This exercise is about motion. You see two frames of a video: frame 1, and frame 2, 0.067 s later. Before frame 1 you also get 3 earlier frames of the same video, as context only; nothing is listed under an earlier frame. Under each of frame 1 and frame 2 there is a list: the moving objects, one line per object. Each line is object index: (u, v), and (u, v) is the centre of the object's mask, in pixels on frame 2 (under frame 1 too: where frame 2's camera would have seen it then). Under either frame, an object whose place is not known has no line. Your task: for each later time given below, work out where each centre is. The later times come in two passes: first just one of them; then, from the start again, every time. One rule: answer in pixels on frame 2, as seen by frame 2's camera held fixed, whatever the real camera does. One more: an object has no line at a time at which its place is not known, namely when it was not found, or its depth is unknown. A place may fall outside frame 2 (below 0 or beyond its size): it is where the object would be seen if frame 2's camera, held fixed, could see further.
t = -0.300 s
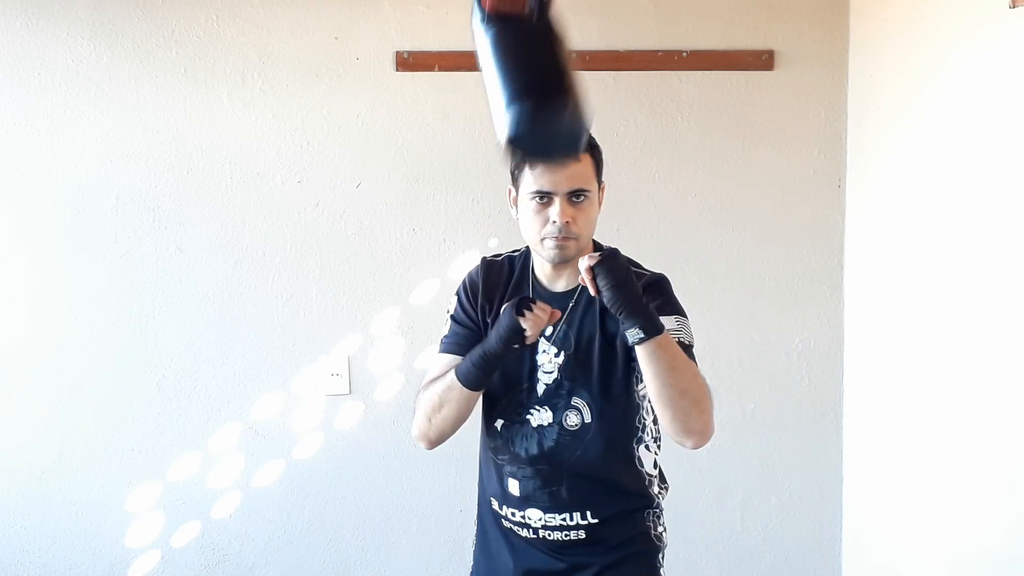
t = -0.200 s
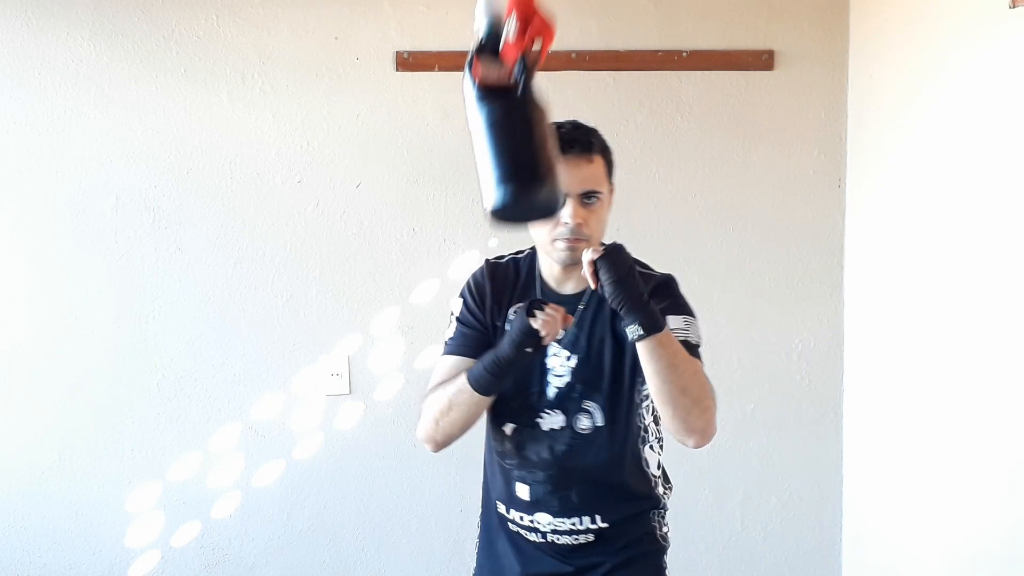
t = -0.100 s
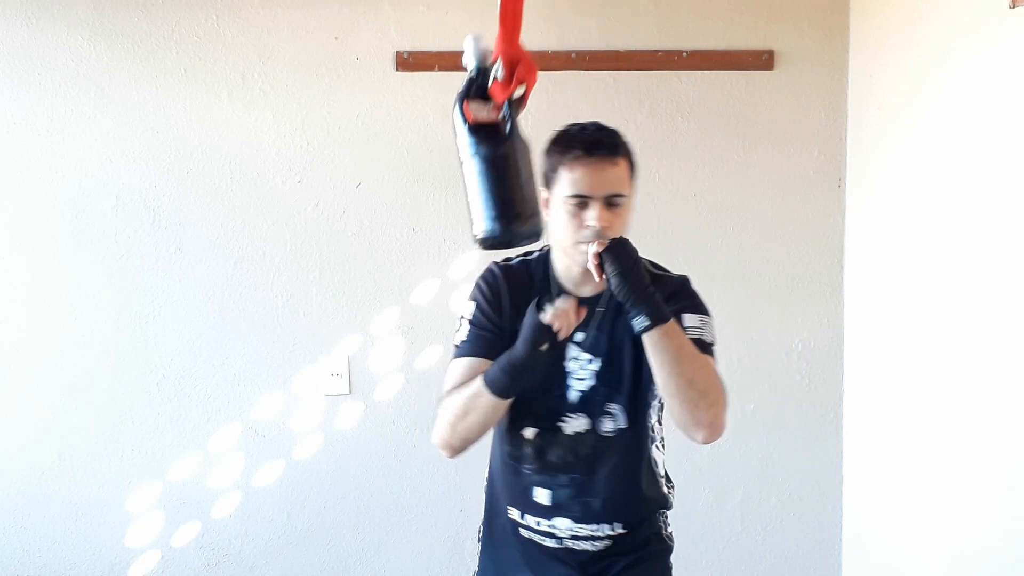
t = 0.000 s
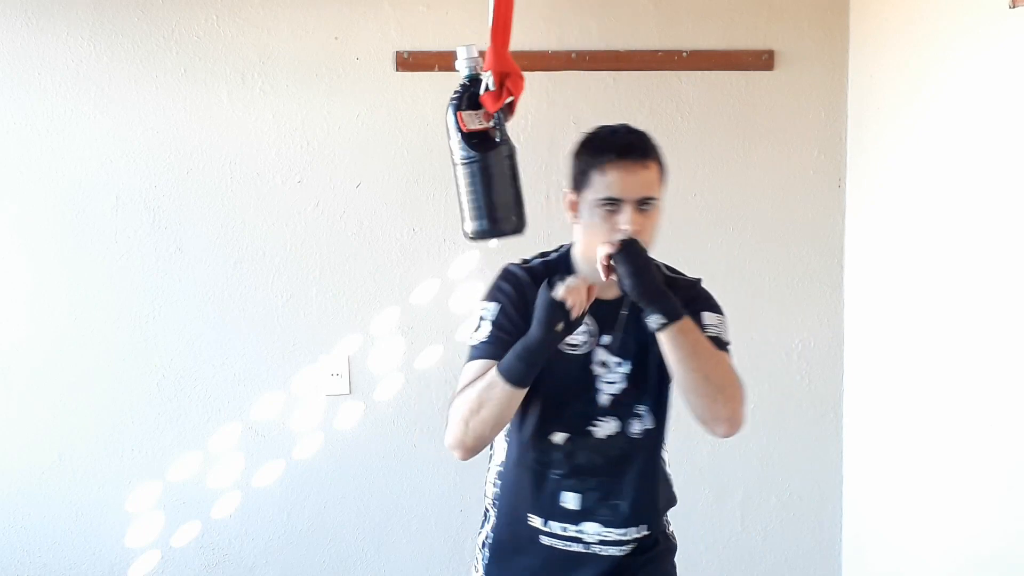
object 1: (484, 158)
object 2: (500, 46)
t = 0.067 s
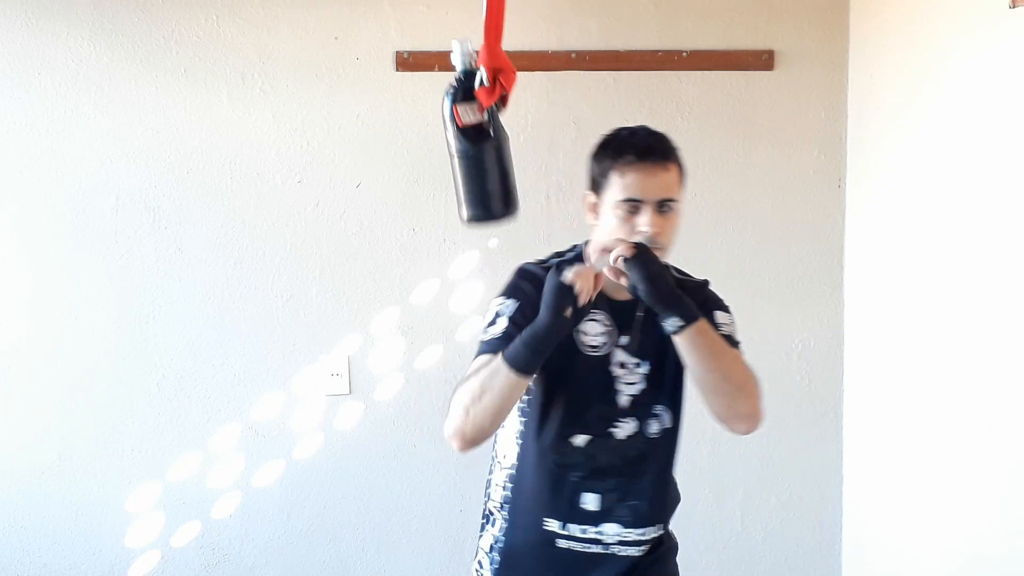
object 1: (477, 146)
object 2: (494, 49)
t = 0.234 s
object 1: (468, 94)
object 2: (481, 23)
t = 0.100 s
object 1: (475, 137)
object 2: (490, 41)
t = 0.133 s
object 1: (474, 126)
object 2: (488, 36)
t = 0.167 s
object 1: (471, 115)
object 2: (485, 32)
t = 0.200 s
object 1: (470, 104)
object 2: (483, 27)
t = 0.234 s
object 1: (468, 94)
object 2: (481, 23)
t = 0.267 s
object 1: (467, 85)
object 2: (480, 16)
